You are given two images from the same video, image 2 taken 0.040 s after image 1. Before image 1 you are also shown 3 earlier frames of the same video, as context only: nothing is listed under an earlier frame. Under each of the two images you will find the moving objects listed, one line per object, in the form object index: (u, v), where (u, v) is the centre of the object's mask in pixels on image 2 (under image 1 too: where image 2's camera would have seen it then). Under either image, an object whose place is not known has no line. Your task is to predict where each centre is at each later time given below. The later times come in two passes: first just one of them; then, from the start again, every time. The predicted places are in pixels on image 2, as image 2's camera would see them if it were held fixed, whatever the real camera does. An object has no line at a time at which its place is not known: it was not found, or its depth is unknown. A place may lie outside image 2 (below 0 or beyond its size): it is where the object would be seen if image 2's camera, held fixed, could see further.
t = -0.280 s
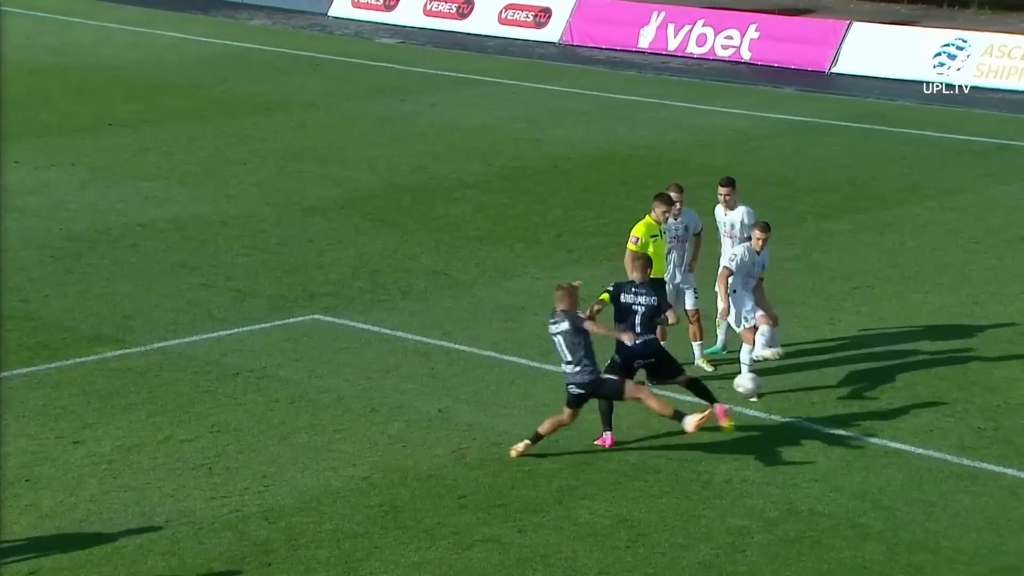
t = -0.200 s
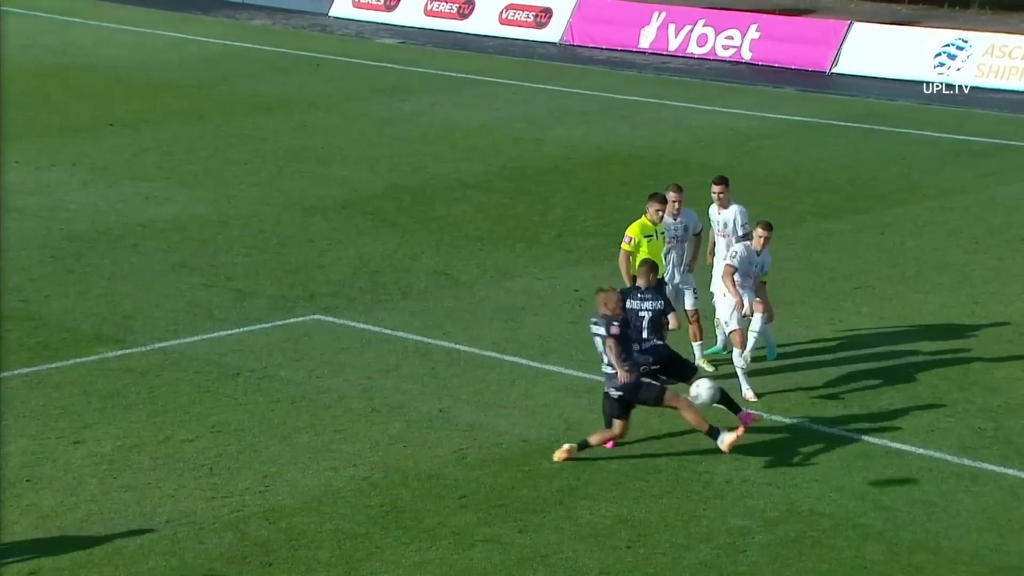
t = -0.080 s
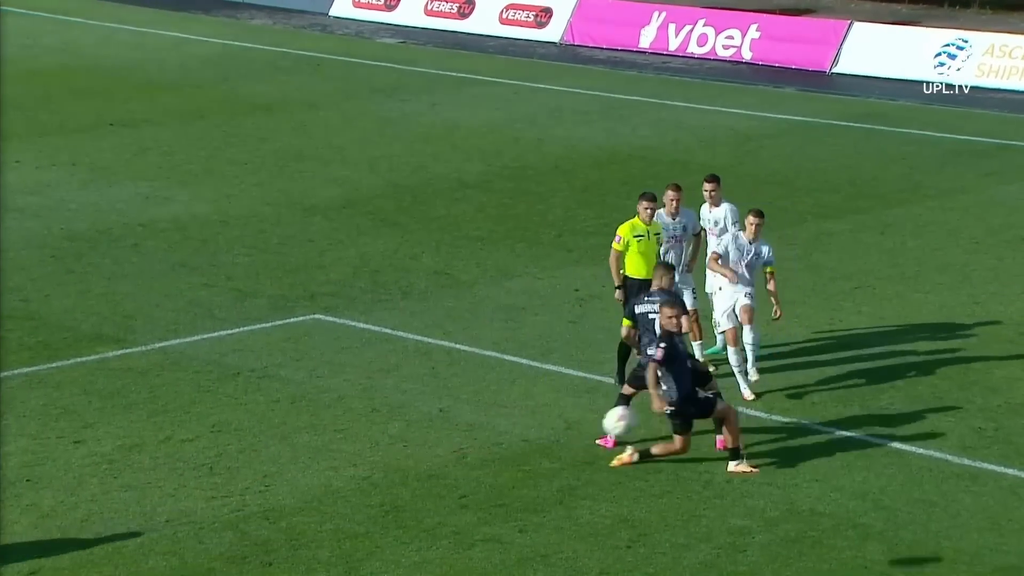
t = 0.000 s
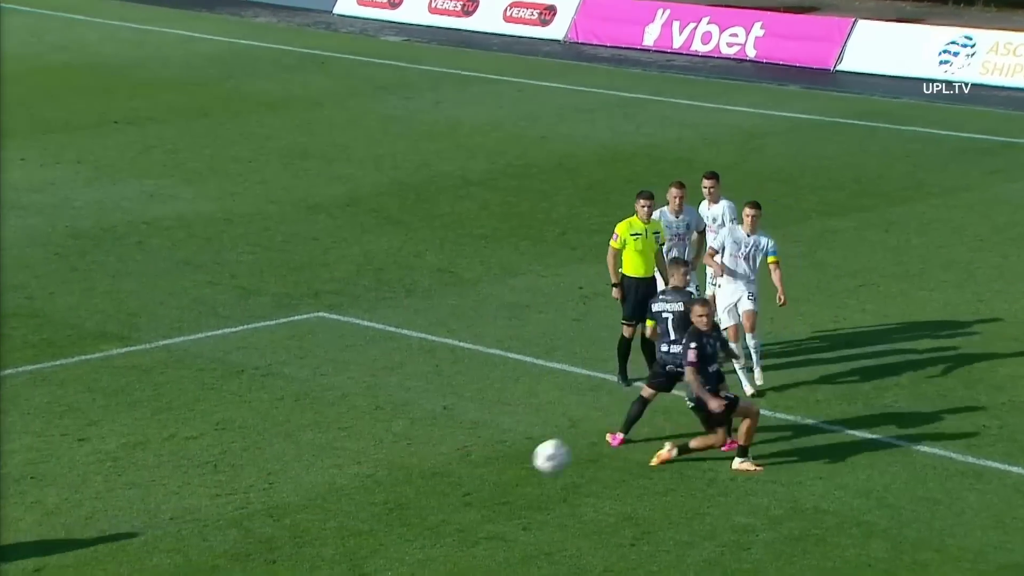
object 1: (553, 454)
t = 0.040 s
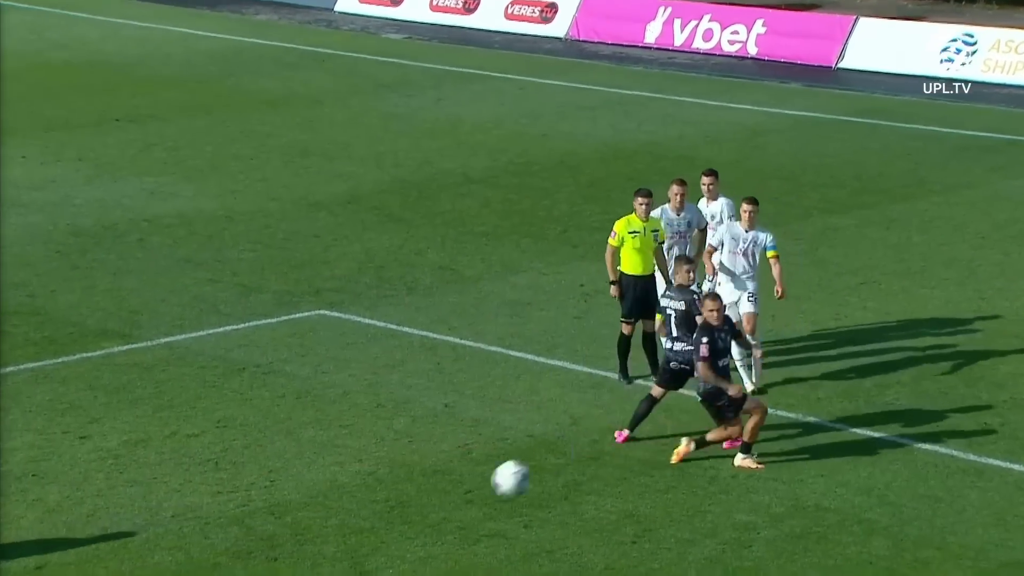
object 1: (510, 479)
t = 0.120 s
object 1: (413, 544)
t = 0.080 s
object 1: (465, 508)
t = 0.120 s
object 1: (413, 544)
